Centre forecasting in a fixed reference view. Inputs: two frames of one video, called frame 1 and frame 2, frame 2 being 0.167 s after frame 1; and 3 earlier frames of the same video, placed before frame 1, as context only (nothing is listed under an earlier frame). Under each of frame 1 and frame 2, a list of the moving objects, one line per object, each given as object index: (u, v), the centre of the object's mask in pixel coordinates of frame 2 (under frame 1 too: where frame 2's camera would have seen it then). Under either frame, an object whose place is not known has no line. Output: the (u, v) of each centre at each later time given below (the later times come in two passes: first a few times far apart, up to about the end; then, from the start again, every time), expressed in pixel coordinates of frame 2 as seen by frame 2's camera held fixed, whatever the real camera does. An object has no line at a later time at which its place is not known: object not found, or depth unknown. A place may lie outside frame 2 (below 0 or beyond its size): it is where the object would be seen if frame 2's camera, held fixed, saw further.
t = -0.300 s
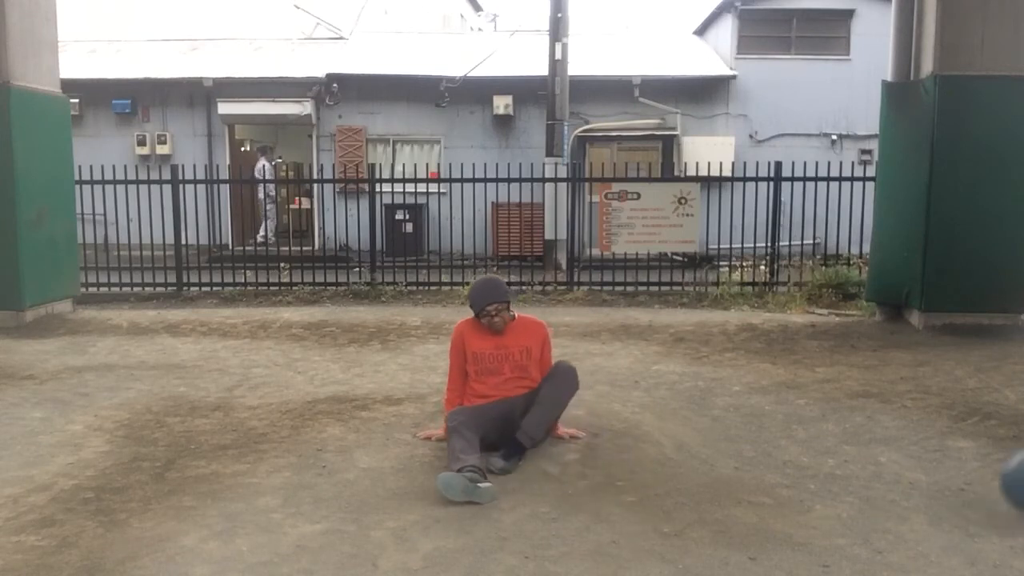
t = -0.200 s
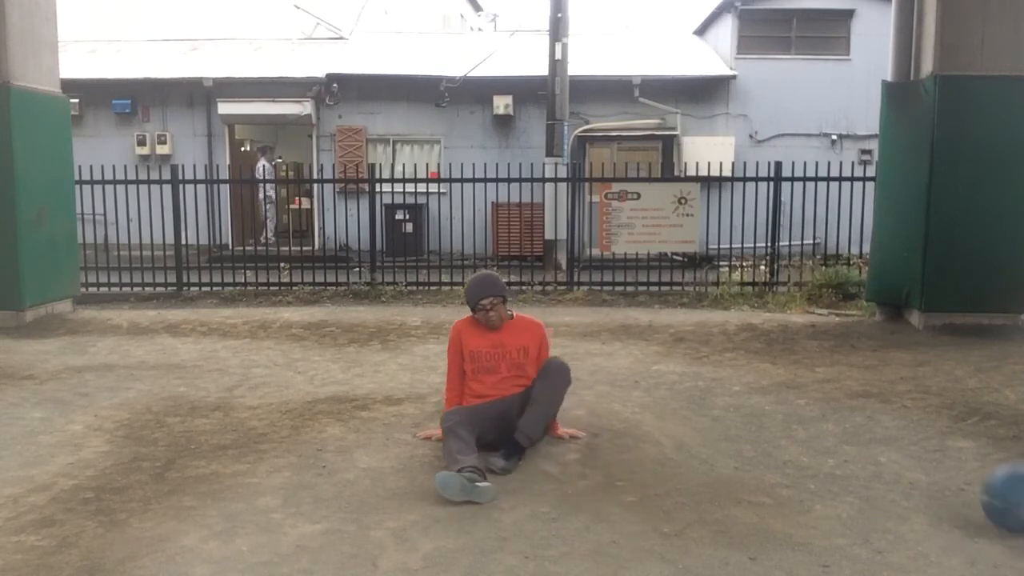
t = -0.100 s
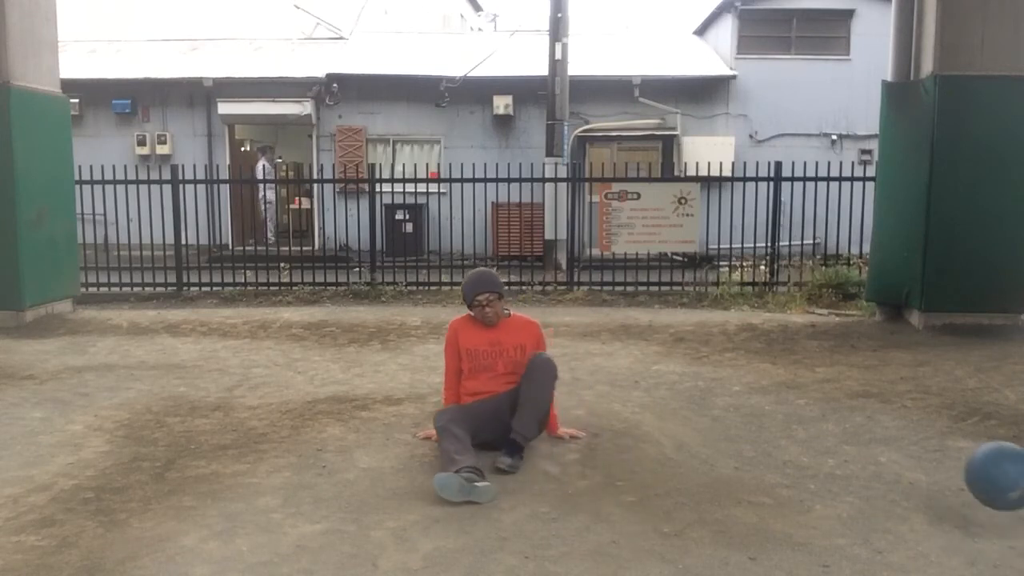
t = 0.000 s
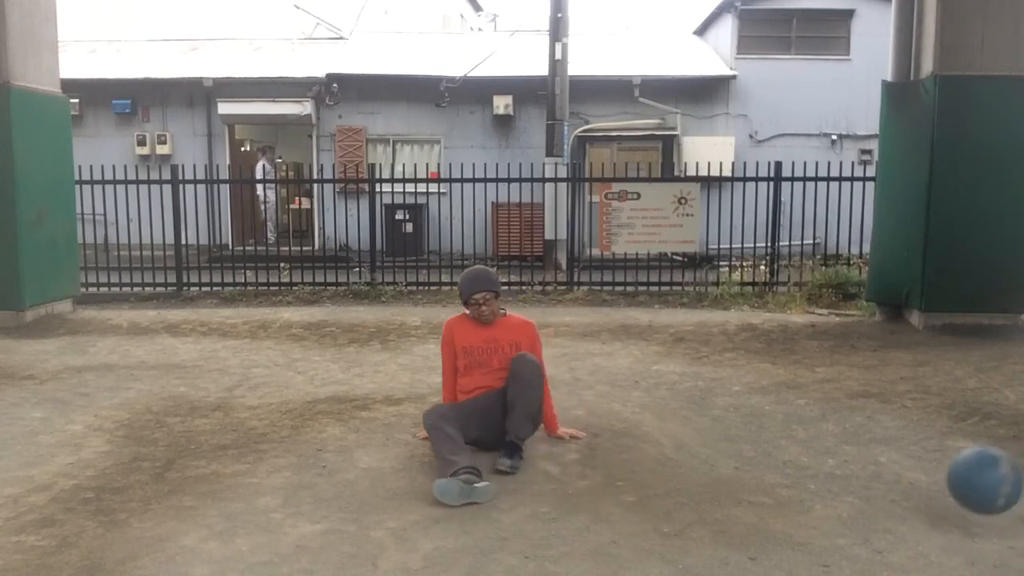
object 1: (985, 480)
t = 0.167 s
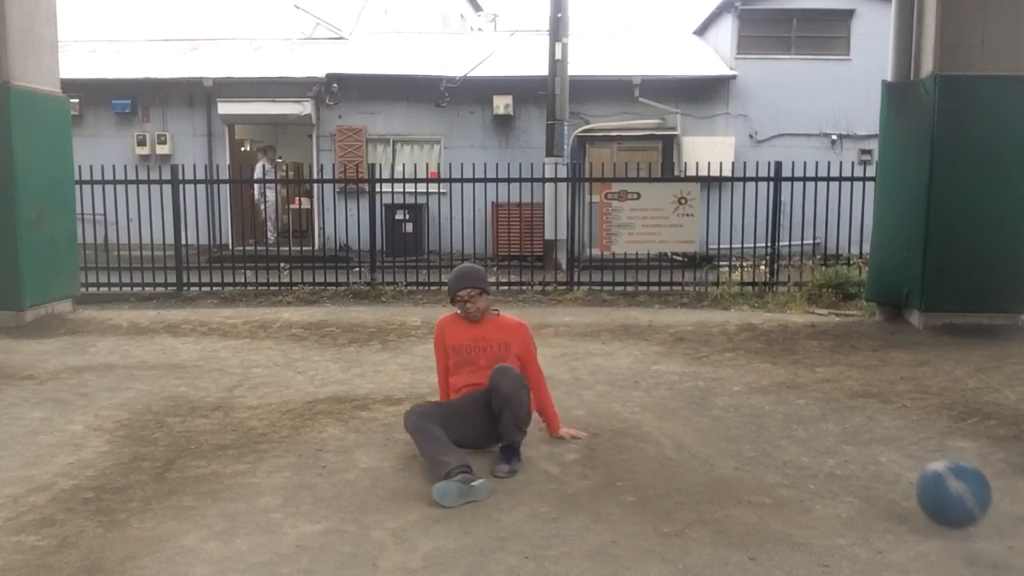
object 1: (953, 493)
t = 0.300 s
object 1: (930, 489)
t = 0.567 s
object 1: (882, 496)
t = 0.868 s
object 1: (829, 504)
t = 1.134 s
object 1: (784, 503)
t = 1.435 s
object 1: (742, 503)
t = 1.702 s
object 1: (710, 503)
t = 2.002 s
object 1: (680, 501)
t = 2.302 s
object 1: (659, 498)
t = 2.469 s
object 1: (648, 497)
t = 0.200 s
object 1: (948, 488)
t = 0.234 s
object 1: (942, 485)
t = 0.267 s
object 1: (936, 486)
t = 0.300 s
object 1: (930, 489)
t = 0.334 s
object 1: (923, 495)
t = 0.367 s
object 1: (916, 505)
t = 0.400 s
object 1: (910, 511)
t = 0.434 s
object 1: (905, 500)
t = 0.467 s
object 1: (900, 495)
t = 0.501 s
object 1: (894, 492)
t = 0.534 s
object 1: (888, 492)
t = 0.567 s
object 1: (882, 496)
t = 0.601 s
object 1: (876, 501)
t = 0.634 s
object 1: (869, 510)
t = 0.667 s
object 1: (864, 503)
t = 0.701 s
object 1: (859, 498)
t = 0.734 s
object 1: (853, 497)
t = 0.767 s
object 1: (847, 498)
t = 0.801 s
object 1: (841, 503)
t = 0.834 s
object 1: (835, 509)
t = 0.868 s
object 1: (829, 504)
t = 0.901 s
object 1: (824, 500)
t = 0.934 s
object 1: (818, 499)
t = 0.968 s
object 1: (811, 501)
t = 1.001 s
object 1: (805, 506)
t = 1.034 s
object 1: (800, 503)
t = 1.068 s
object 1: (795, 499)
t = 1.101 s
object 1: (790, 499)
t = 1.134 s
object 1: (784, 503)
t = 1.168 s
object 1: (779, 504)
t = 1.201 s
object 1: (775, 501)
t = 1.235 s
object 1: (770, 500)
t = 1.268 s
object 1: (765, 503)
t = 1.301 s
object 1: (760, 504)
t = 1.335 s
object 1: (755, 502)
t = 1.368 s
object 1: (751, 503)
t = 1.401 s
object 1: (746, 504)
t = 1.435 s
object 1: (742, 503)
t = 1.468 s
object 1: (737, 504)
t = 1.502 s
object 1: (733, 502)
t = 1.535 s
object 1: (729, 503)
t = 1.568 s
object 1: (725, 503)
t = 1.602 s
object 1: (721, 503)
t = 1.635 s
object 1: (718, 503)
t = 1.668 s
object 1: (713, 503)
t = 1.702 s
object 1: (710, 503)
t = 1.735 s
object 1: (706, 503)
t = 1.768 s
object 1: (703, 503)
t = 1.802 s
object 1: (699, 503)
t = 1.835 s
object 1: (696, 503)
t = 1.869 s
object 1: (692, 502)
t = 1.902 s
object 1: (689, 502)
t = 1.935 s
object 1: (685, 501)
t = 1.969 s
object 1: (683, 501)
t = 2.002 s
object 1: (680, 501)
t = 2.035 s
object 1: (677, 501)
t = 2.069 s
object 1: (675, 500)
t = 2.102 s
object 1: (672, 500)
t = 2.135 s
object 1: (670, 500)
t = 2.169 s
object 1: (667, 500)
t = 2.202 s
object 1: (665, 499)
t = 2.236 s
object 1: (663, 498)
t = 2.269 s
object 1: (661, 498)
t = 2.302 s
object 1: (659, 498)
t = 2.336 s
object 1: (657, 497)
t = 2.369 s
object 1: (655, 497)
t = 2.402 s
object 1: (652, 497)
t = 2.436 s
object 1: (650, 497)
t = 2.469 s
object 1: (648, 497)
